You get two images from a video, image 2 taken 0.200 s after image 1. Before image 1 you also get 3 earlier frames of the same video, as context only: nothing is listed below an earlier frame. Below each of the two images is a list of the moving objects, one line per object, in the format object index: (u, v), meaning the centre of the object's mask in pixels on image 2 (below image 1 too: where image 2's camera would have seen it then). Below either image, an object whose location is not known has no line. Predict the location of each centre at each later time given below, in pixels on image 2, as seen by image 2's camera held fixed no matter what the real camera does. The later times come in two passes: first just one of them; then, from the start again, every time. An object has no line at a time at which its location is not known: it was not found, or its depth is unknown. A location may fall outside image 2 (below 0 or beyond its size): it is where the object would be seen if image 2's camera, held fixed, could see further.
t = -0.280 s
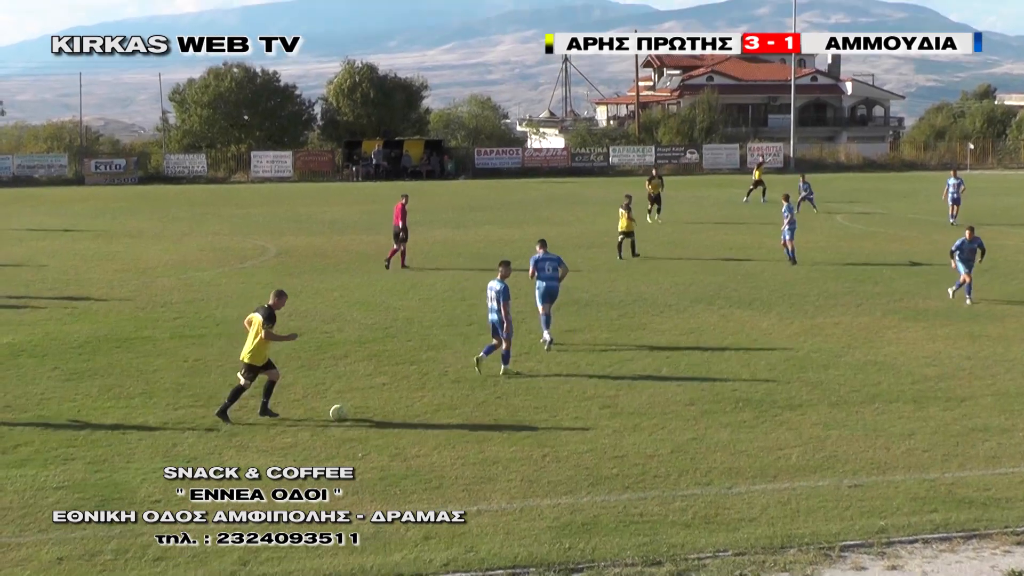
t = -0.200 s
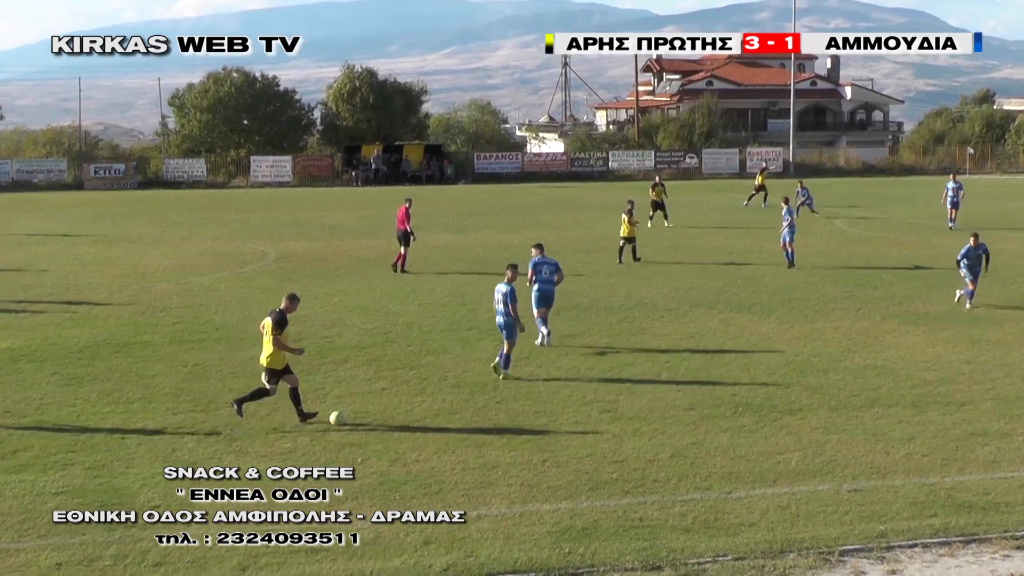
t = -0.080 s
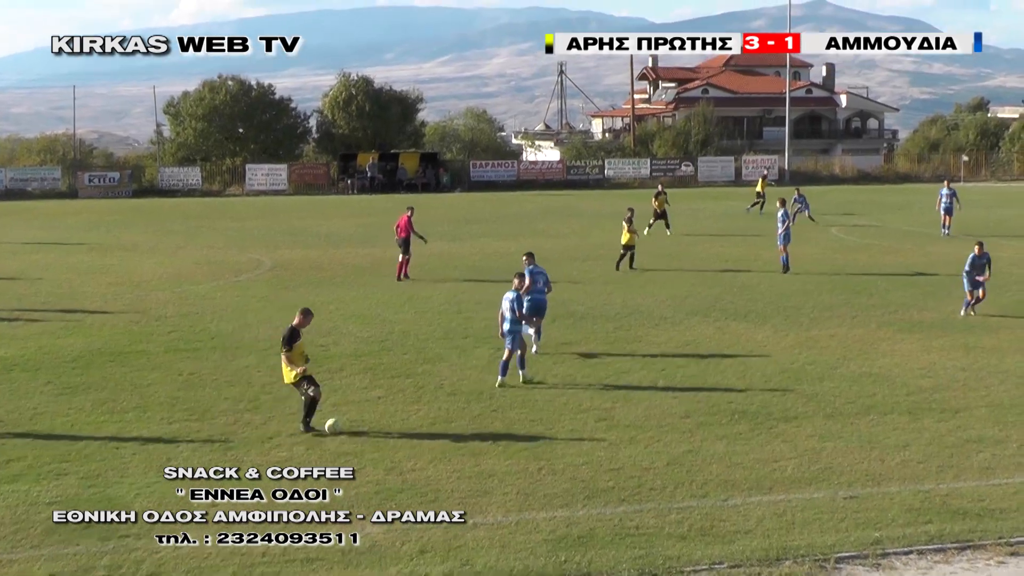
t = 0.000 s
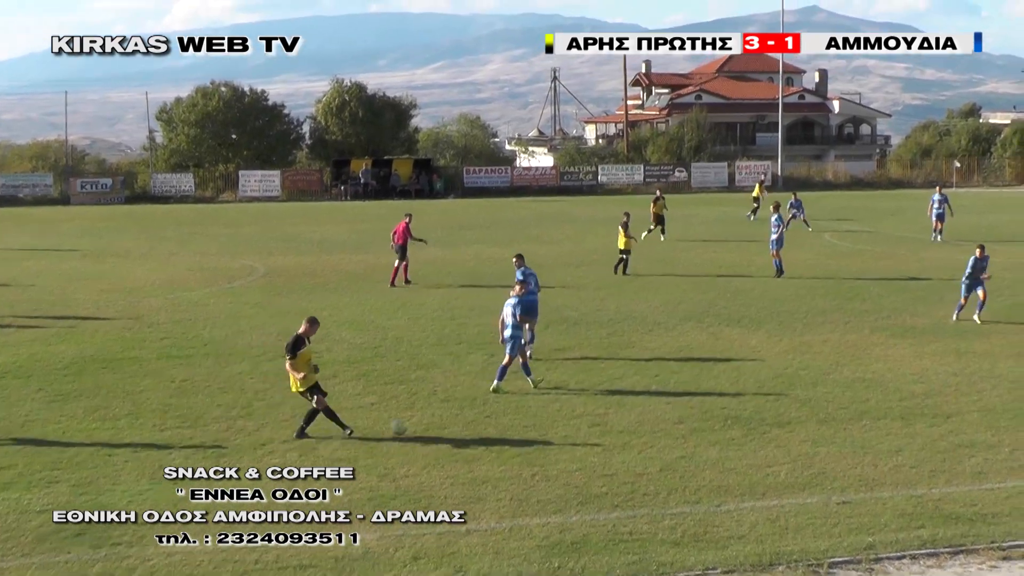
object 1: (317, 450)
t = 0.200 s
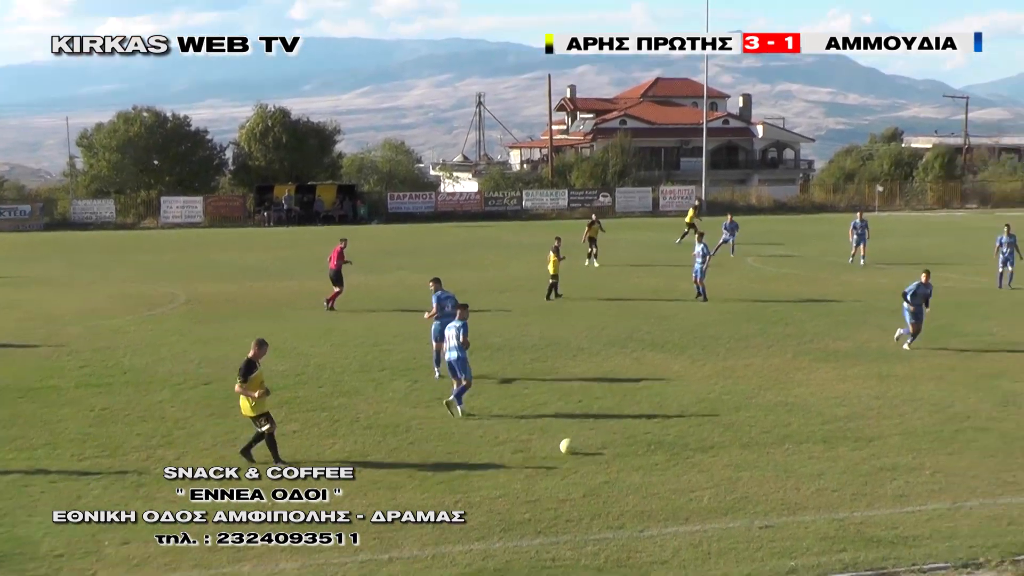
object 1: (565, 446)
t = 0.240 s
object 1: (608, 446)
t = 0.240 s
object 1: (608, 446)
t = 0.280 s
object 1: (646, 441)
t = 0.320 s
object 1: (683, 439)
